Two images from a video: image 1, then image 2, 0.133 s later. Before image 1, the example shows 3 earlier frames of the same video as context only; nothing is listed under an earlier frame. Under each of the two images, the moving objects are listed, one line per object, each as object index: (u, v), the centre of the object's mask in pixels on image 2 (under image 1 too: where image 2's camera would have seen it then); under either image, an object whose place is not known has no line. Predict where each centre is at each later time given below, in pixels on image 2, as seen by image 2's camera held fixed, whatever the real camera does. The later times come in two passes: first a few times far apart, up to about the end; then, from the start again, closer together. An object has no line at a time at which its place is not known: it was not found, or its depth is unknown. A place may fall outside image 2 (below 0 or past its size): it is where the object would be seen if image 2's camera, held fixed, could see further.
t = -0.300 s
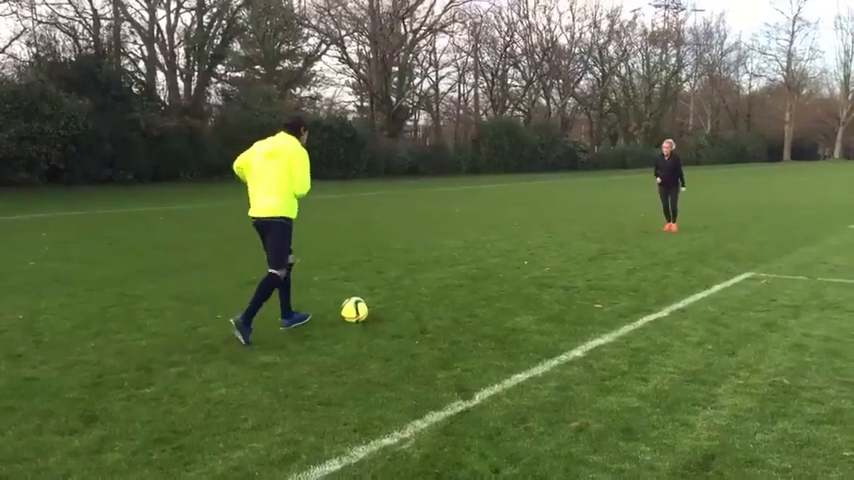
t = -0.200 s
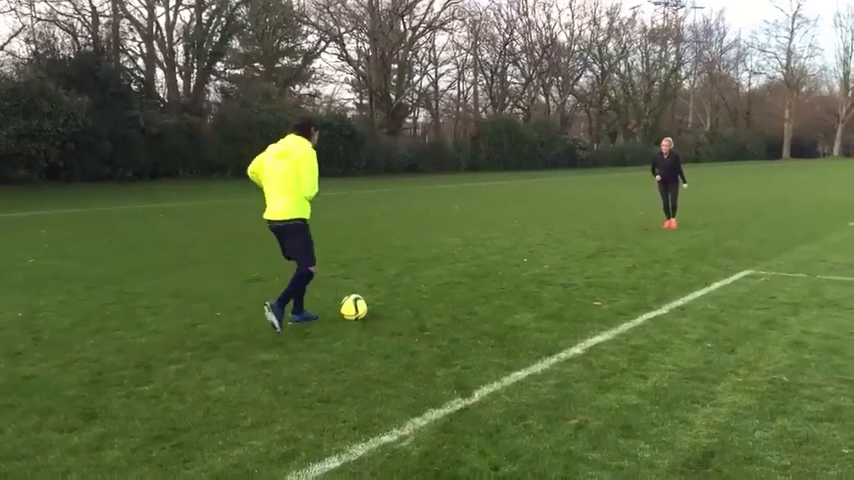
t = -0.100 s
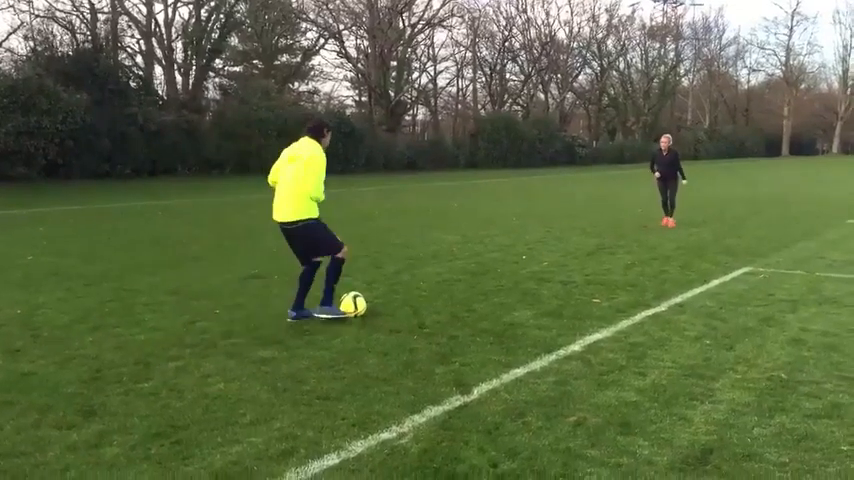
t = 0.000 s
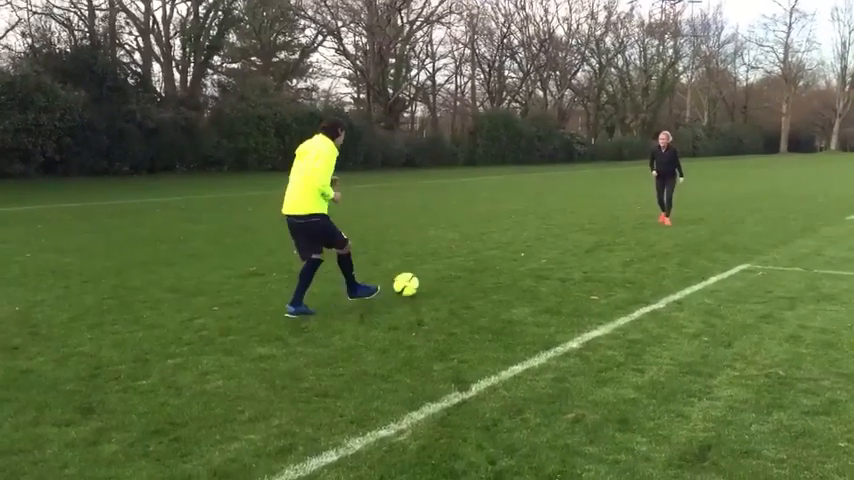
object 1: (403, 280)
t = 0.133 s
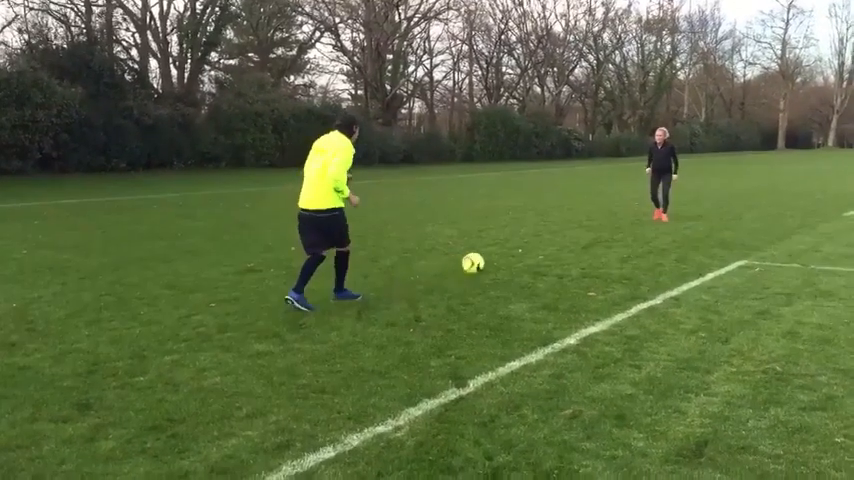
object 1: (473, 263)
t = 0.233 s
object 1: (510, 251)
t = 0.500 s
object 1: (579, 234)
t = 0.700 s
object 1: (606, 226)
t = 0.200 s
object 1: (498, 253)
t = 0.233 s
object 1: (510, 251)
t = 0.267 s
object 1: (521, 249)
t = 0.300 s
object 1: (531, 247)
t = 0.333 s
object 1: (541, 244)
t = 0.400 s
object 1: (558, 240)
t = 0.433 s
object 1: (565, 237)
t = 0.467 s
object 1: (572, 235)
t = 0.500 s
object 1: (579, 234)
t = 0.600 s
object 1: (590, 230)
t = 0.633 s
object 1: (596, 228)
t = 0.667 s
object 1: (601, 227)
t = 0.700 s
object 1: (606, 226)
